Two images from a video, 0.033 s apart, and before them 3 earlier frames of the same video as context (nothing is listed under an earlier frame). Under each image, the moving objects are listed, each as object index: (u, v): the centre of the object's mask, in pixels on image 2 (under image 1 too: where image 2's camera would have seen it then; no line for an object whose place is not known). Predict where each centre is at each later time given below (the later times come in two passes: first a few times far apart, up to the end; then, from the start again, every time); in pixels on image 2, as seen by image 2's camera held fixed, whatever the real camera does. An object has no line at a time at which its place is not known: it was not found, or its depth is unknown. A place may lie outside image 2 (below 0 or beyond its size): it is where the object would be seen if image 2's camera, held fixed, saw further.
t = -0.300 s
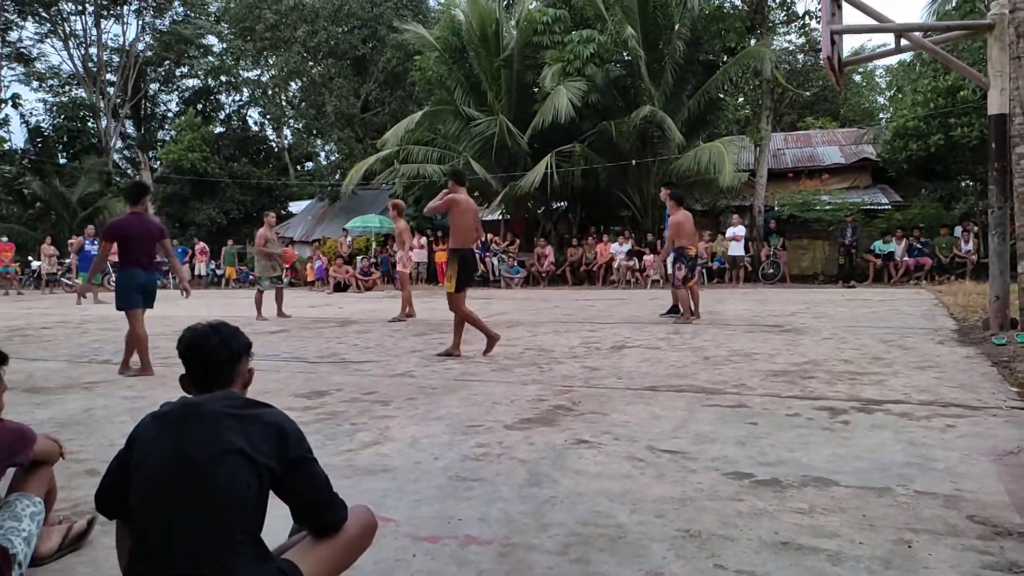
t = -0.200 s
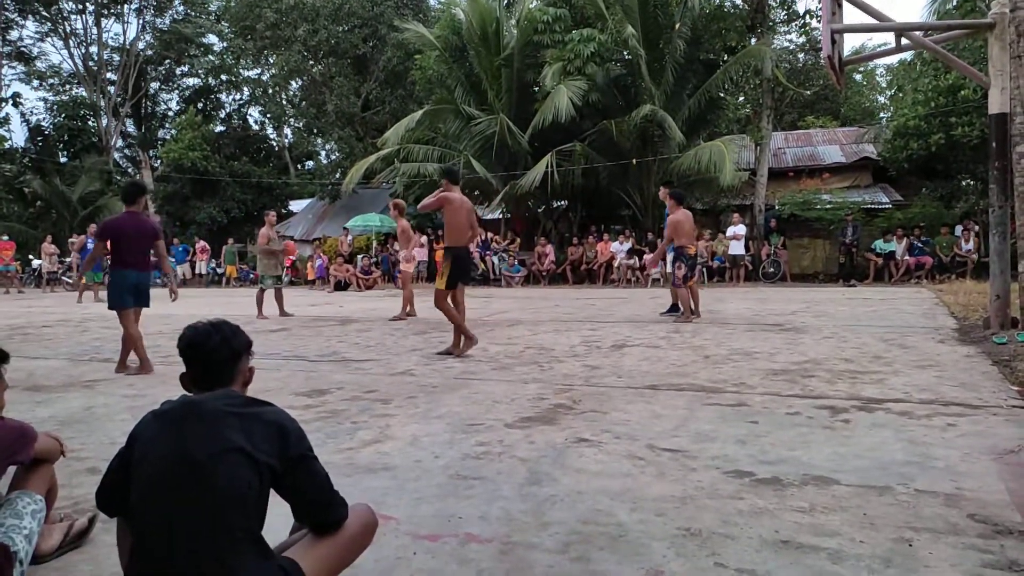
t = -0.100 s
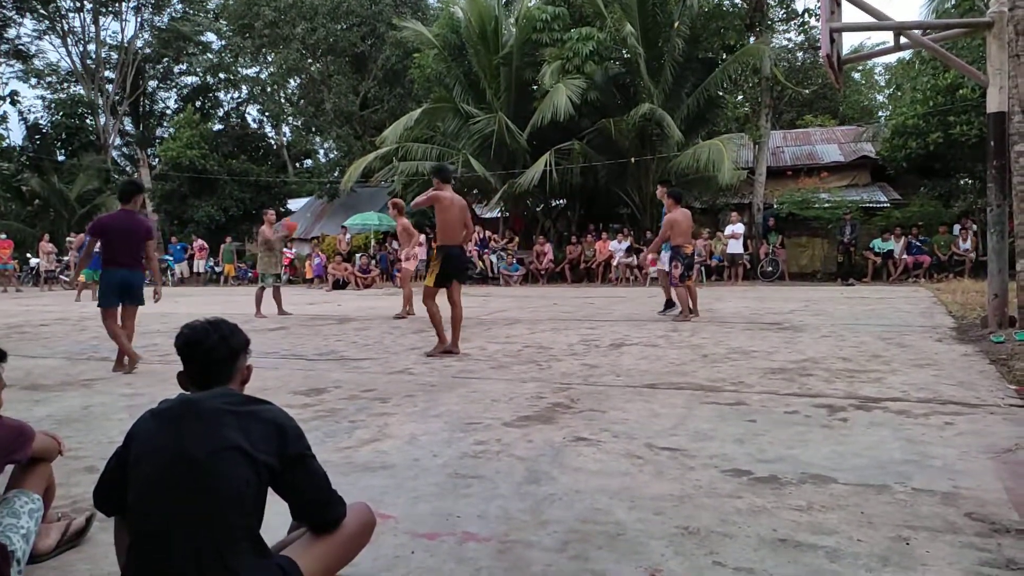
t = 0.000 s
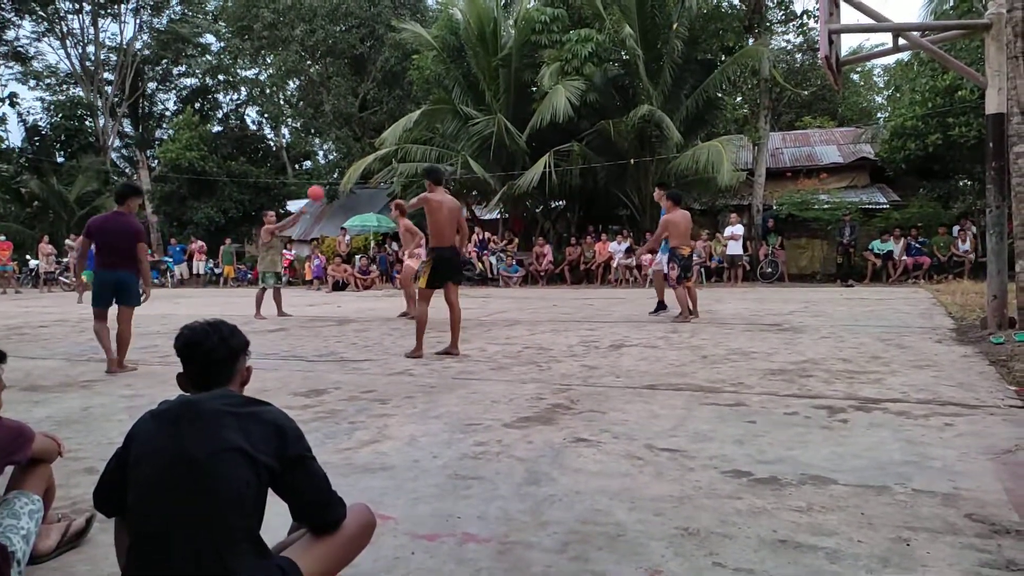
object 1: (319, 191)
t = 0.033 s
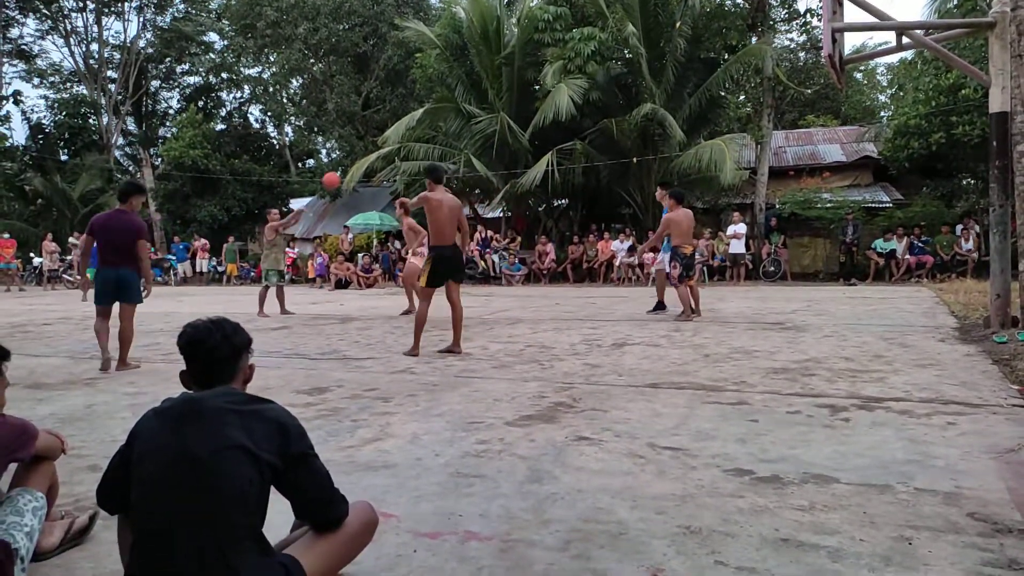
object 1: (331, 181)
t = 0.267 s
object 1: (421, 119)
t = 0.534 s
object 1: (528, 94)
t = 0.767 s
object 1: (623, 112)
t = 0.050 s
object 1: (337, 175)
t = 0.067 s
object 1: (343, 170)
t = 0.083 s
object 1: (350, 164)
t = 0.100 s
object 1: (356, 159)
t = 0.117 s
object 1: (363, 154)
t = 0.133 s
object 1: (369, 149)
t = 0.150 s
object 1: (376, 145)
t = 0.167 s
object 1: (383, 141)
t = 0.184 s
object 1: (388, 138)
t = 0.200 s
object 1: (396, 133)
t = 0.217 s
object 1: (402, 129)
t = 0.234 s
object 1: (408, 127)
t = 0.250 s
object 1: (415, 123)
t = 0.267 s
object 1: (421, 119)
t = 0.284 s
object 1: (428, 115)
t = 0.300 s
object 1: (435, 113)
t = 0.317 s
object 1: (442, 110)
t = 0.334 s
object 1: (448, 108)
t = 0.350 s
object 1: (454, 106)
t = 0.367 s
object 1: (461, 104)
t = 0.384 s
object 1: (468, 102)
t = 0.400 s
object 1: (475, 100)
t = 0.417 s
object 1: (481, 100)
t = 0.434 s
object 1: (488, 98)
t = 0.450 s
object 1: (494, 96)
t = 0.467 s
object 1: (501, 96)
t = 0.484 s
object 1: (508, 95)
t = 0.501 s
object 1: (515, 94)
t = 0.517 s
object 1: (521, 94)
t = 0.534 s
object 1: (528, 94)
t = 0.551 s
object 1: (535, 93)
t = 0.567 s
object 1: (541, 93)
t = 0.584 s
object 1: (548, 94)
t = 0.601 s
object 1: (555, 94)
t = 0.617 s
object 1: (562, 95)
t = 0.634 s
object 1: (568, 97)
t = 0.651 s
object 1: (576, 98)
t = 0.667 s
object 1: (582, 100)
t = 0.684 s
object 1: (589, 102)
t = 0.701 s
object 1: (596, 103)
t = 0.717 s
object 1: (603, 106)
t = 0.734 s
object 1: (610, 108)
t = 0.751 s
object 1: (617, 110)
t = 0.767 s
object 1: (623, 112)
